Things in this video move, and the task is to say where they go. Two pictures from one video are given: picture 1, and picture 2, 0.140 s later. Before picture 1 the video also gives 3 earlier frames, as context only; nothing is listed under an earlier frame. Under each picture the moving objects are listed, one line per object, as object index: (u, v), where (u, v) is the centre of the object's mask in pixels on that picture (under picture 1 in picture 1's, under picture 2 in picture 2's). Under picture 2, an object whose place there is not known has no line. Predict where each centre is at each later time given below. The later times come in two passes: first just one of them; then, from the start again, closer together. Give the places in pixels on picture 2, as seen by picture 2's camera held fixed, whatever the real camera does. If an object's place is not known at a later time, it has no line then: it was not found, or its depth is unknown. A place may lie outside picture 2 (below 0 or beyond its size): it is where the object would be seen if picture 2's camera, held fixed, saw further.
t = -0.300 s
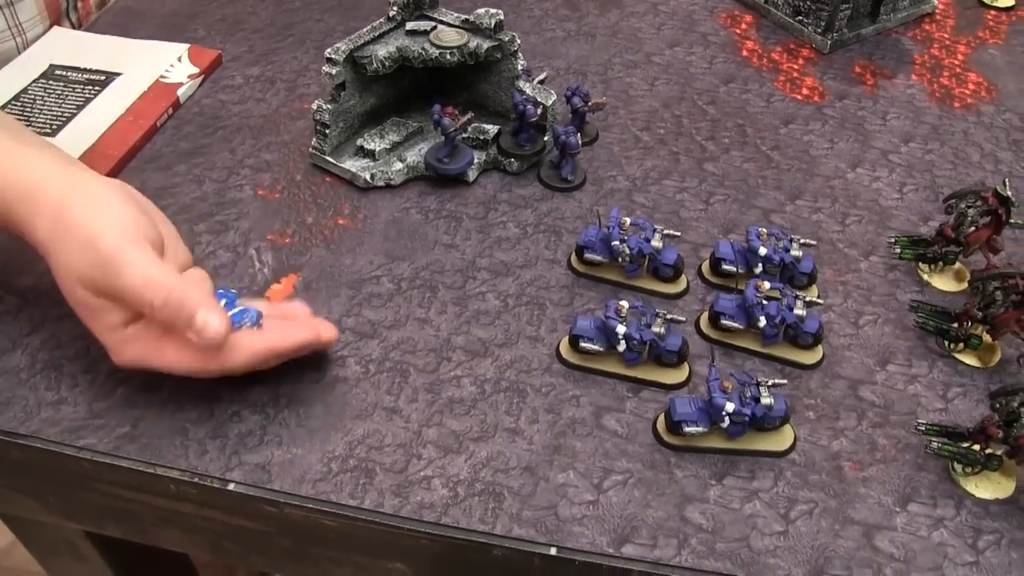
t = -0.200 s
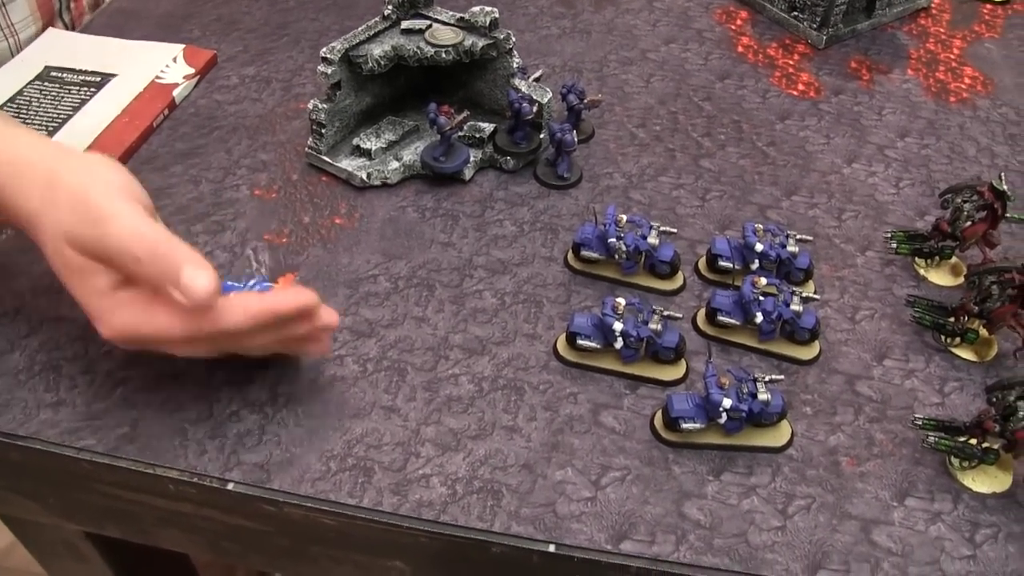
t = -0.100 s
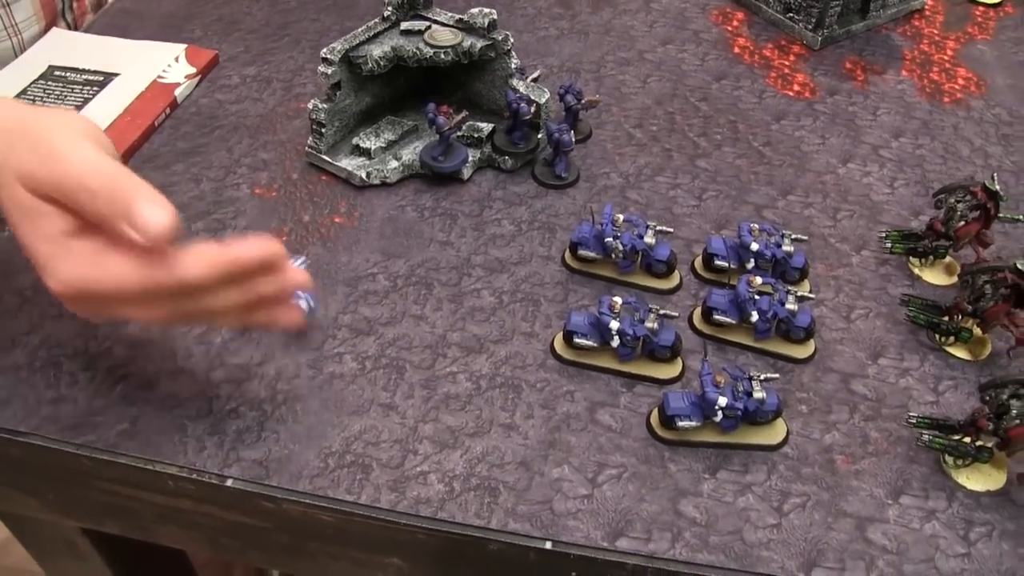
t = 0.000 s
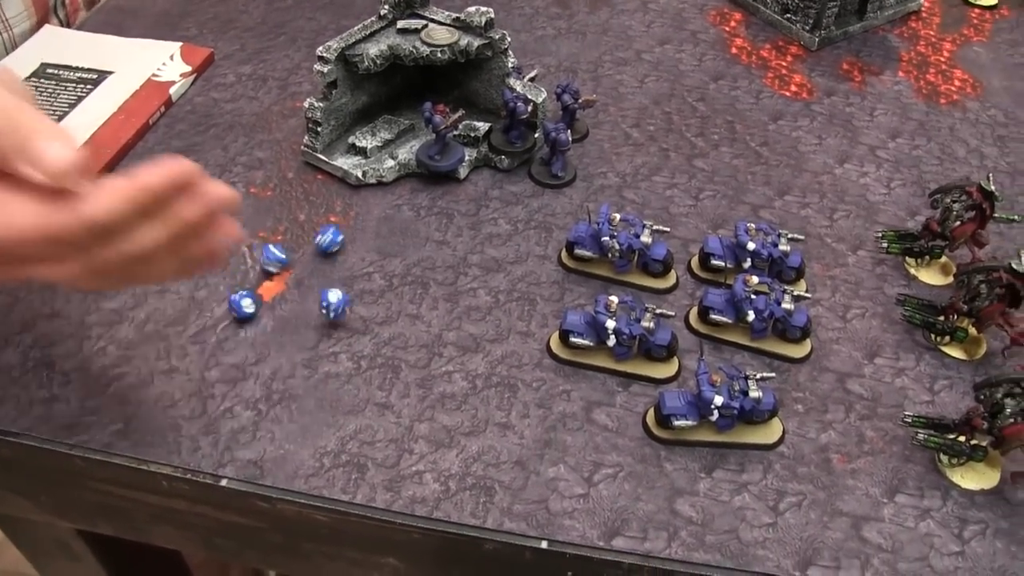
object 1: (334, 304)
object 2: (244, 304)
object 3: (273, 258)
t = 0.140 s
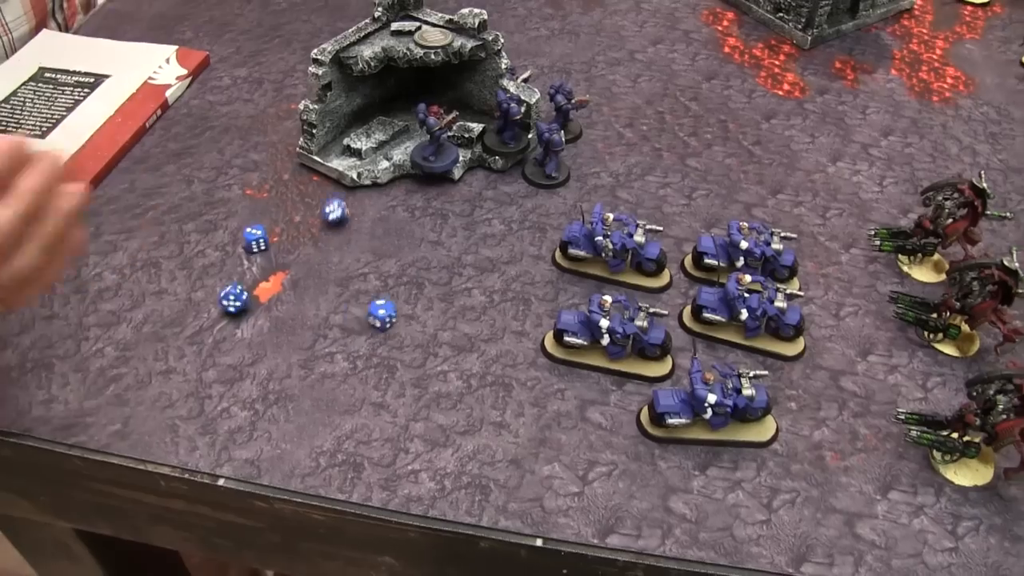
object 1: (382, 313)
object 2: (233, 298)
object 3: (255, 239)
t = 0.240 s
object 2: (234, 302)
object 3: (255, 238)
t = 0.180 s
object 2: (234, 298)
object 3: (255, 238)
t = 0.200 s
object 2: (234, 298)
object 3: (255, 238)
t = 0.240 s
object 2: (234, 302)
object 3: (255, 238)
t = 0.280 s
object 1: (389, 311)
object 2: (231, 304)
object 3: (254, 238)
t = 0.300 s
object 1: (389, 310)
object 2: (230, 305)
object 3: (254, 238)
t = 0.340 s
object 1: (389, 310)
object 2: (230, 305)
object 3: (253, 237)
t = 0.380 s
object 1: (388, 311)
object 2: (230, 305)
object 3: (252, 237)
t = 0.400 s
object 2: (230, 305)
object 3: (252, 237)
